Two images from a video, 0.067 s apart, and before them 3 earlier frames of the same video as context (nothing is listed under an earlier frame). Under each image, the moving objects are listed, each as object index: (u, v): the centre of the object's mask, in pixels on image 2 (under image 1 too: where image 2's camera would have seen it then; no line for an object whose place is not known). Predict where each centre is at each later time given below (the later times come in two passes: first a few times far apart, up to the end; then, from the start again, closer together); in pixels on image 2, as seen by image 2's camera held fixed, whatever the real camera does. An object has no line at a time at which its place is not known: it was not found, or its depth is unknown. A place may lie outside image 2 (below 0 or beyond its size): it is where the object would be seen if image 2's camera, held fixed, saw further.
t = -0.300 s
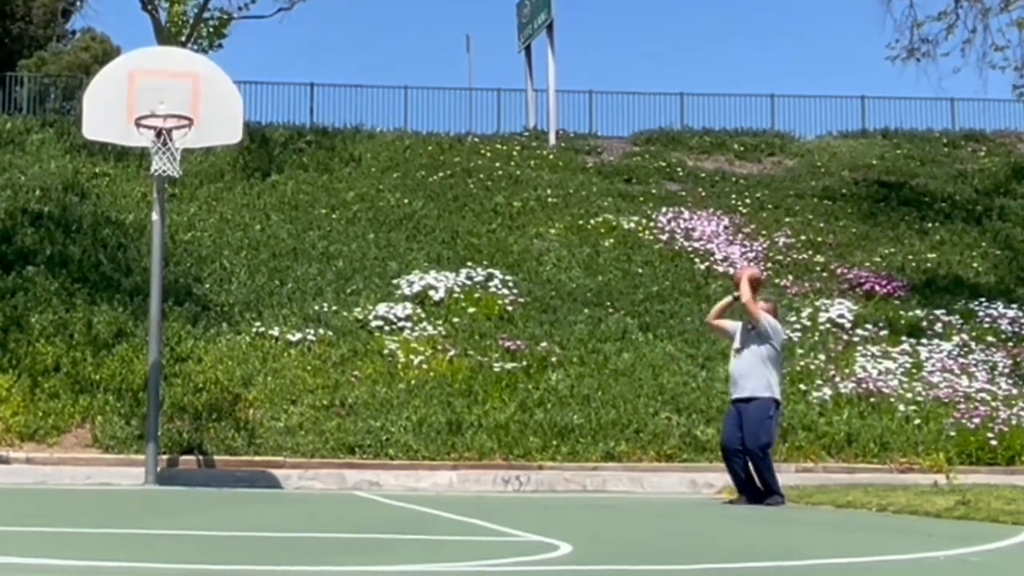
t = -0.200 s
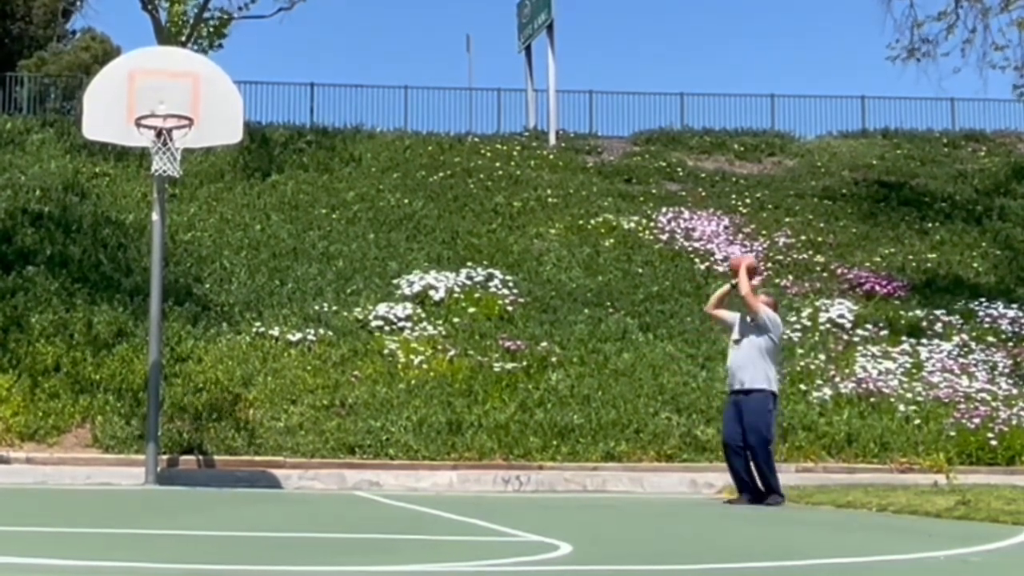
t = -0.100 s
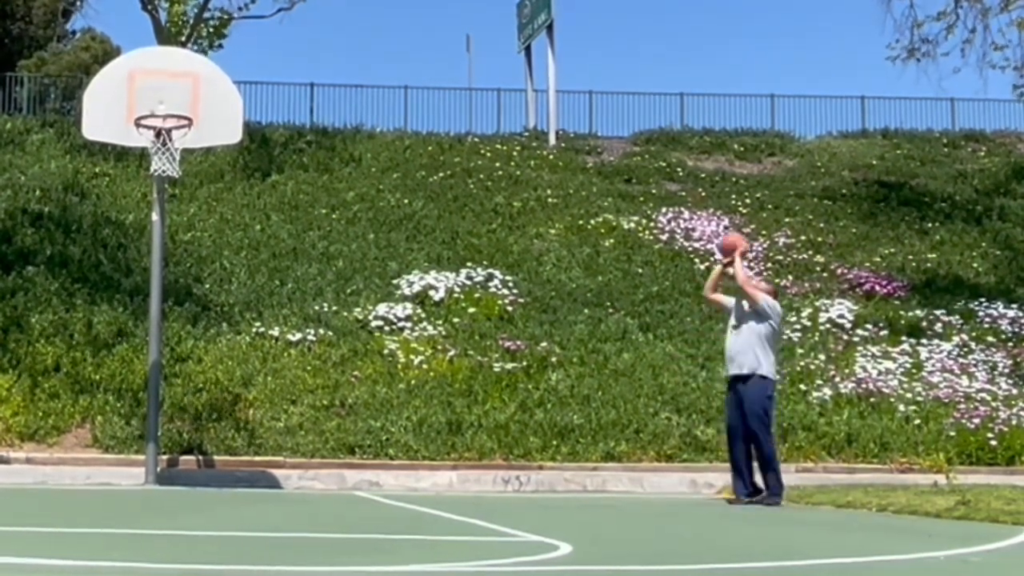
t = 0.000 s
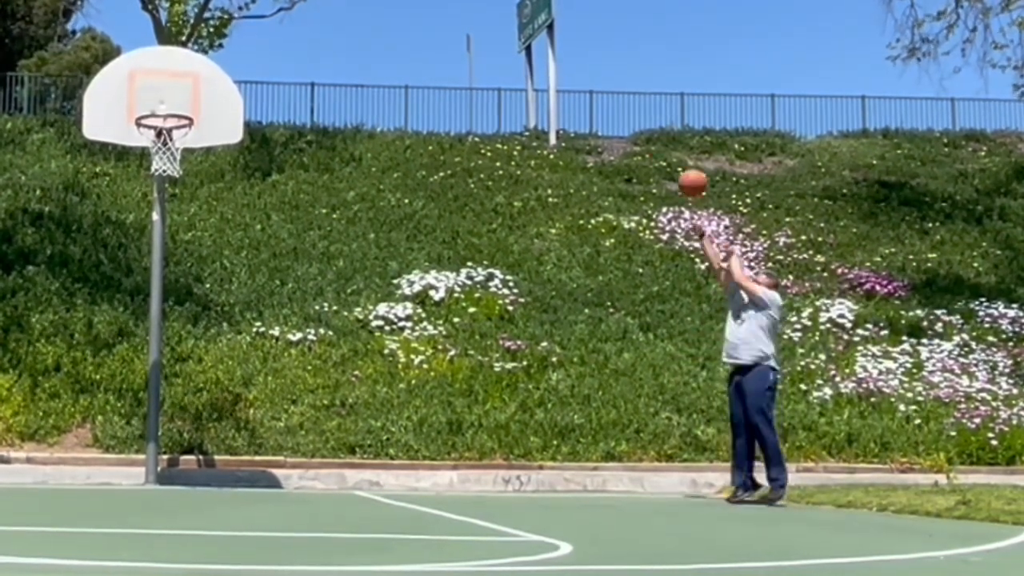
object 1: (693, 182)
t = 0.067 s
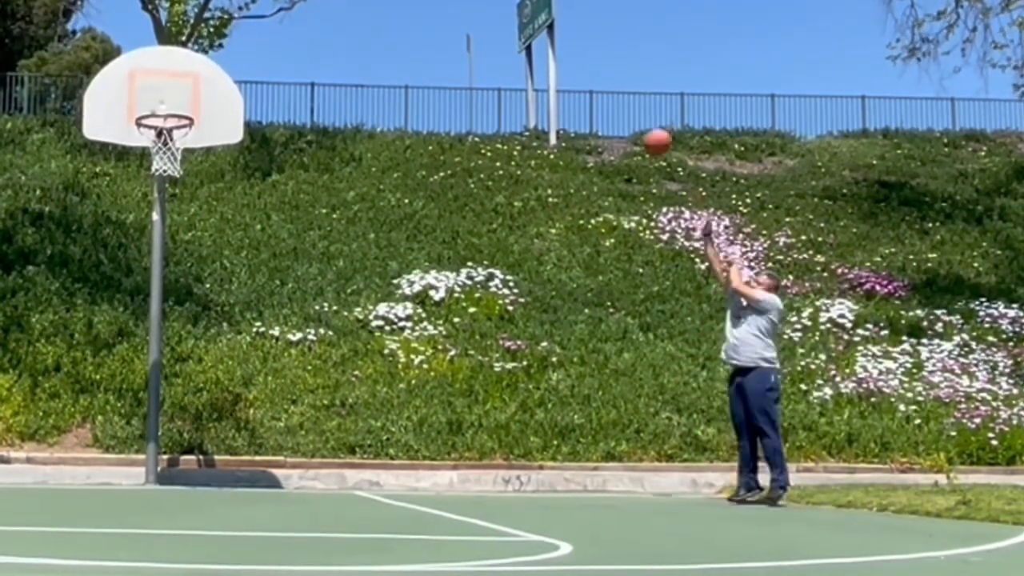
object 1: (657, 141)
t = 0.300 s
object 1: (541, 43)
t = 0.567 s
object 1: (416, 10)
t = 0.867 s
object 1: (284, 62)
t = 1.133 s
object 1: (190, 171)
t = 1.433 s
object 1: (88, 387)
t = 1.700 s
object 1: (42, 345)
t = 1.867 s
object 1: (32, 242)
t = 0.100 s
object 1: (641, 124)
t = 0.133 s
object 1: (622, 107)
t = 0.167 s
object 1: (606, 92)
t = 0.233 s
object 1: (573, 65)
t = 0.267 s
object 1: (557, 53)
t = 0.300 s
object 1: (541, 43)
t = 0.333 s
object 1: (525, 35)
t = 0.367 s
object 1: (509, 28)
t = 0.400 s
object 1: (493, 22)
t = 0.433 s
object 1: (477, 17)
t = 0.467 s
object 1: (461, 13)
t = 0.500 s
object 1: (446, 11)
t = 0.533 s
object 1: (430, 10)
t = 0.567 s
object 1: (416, 10)
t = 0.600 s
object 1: (401, 11)
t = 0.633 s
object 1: (386, 12)
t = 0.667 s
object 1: (371, 16)
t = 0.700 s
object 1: (356, 21)
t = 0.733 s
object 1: (342, 27)
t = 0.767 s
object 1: (327, 34)
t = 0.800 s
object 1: (313, 42)
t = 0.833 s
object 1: (298, 52)
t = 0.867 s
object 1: (284, 62)
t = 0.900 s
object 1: (270, 74)
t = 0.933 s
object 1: (256, 87)
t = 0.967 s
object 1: (241, 101)
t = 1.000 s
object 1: (231, 112)
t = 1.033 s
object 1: (220, 125)
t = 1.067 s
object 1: (210, 139)
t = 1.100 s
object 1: (200, 154)
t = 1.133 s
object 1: (190, 171)
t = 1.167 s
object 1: (178, 190)
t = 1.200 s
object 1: (167, 209)
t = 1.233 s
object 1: (155, 229)
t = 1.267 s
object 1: (144, 252)
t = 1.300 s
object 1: (133, 277)
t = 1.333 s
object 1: (123, 302)
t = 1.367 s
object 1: (111, 330)
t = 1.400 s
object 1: (99, 357)
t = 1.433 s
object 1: (88, 387)
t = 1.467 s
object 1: (76, 419)
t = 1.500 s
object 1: (64, 453)
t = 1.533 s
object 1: (54, 481)
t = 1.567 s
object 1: (52, 451)
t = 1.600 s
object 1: (50, 422)
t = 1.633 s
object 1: (47, 395)
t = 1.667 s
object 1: (45, 369)
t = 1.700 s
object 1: (42, 345)
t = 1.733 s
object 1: (40, 322)
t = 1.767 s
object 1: (37, 299)
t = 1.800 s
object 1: (36, 279)
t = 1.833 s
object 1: (34, 260)
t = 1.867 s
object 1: (32, 242)
